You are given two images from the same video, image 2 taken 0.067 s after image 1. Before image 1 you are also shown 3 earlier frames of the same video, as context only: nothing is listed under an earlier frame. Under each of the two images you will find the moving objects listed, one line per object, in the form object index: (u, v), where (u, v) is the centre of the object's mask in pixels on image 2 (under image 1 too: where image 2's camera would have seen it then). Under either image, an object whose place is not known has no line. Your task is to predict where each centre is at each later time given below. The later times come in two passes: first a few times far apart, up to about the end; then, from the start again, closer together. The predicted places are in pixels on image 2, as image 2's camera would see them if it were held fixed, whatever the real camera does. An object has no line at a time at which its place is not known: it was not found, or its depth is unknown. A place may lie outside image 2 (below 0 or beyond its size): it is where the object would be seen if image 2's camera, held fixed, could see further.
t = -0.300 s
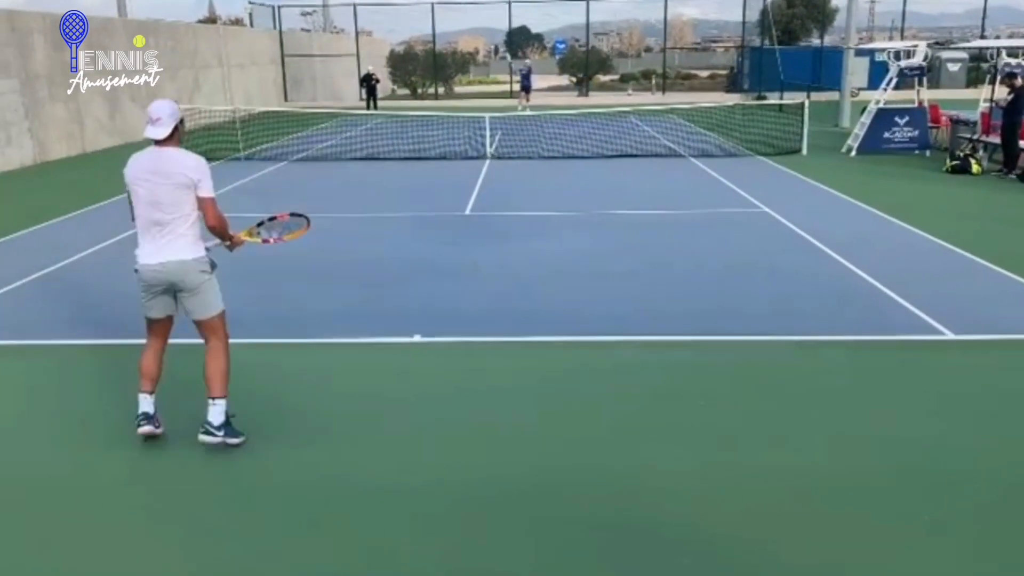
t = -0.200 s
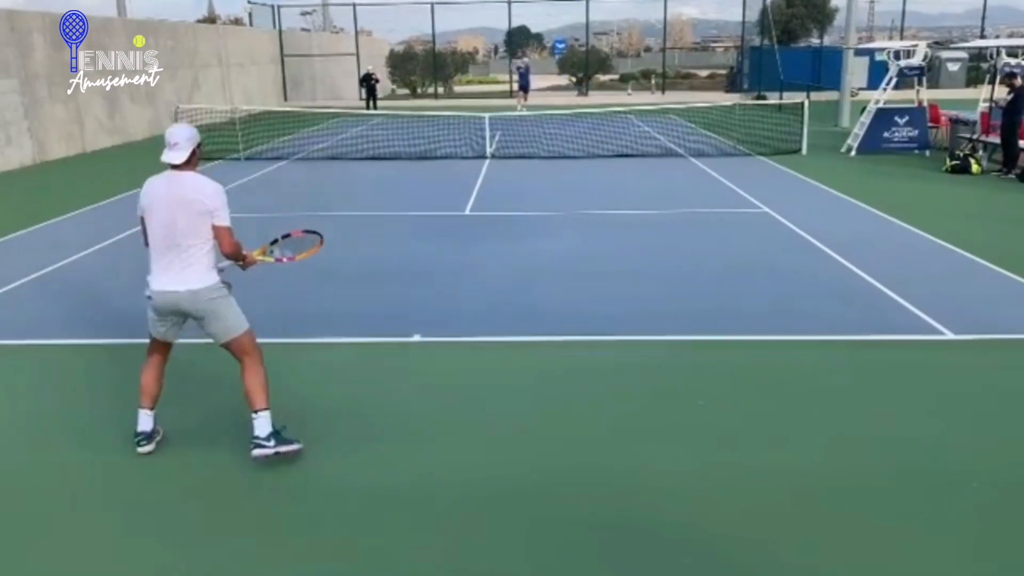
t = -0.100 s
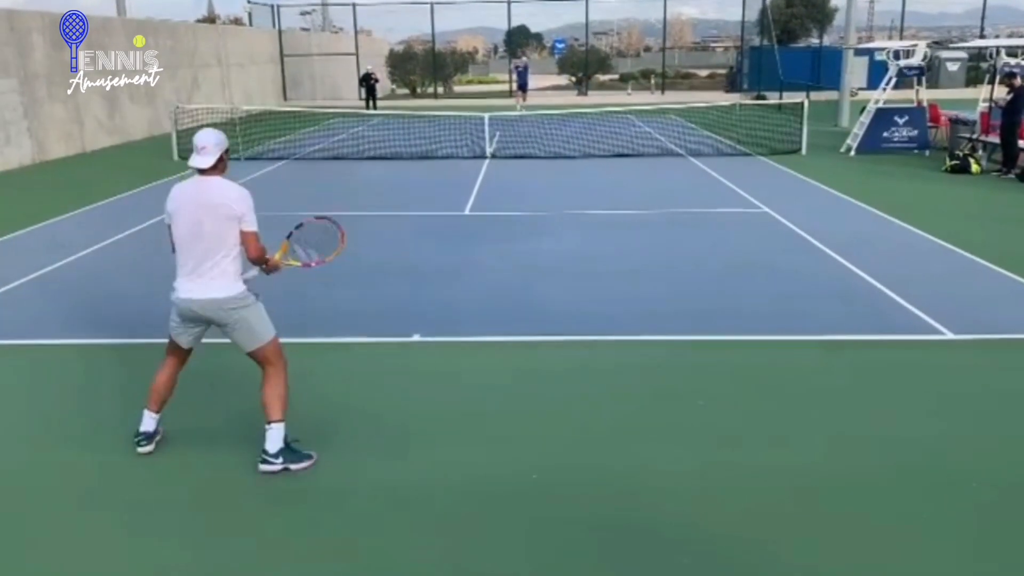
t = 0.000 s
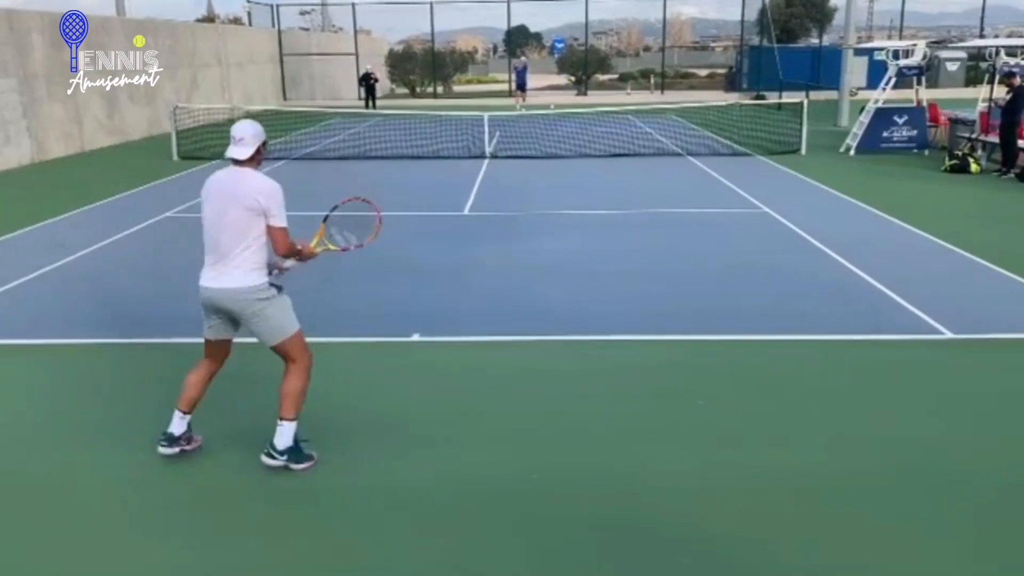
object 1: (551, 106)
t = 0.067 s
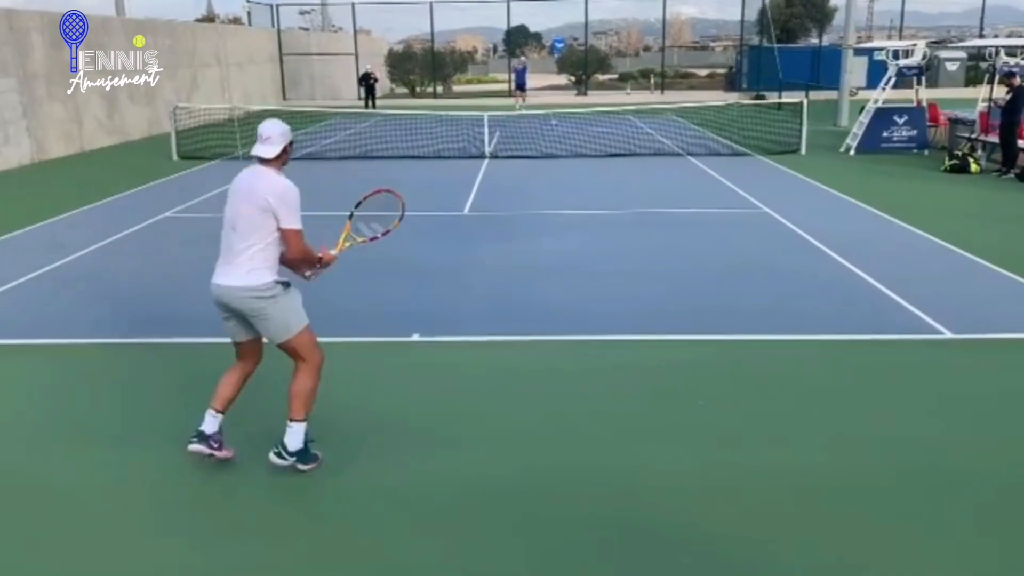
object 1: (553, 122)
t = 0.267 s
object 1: (567, 202)
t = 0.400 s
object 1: (575, 197)
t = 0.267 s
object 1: (567, 202)
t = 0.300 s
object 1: (567, 205)
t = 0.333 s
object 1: (570, 201)
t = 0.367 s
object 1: (572, 199)
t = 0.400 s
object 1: (575, 197)
